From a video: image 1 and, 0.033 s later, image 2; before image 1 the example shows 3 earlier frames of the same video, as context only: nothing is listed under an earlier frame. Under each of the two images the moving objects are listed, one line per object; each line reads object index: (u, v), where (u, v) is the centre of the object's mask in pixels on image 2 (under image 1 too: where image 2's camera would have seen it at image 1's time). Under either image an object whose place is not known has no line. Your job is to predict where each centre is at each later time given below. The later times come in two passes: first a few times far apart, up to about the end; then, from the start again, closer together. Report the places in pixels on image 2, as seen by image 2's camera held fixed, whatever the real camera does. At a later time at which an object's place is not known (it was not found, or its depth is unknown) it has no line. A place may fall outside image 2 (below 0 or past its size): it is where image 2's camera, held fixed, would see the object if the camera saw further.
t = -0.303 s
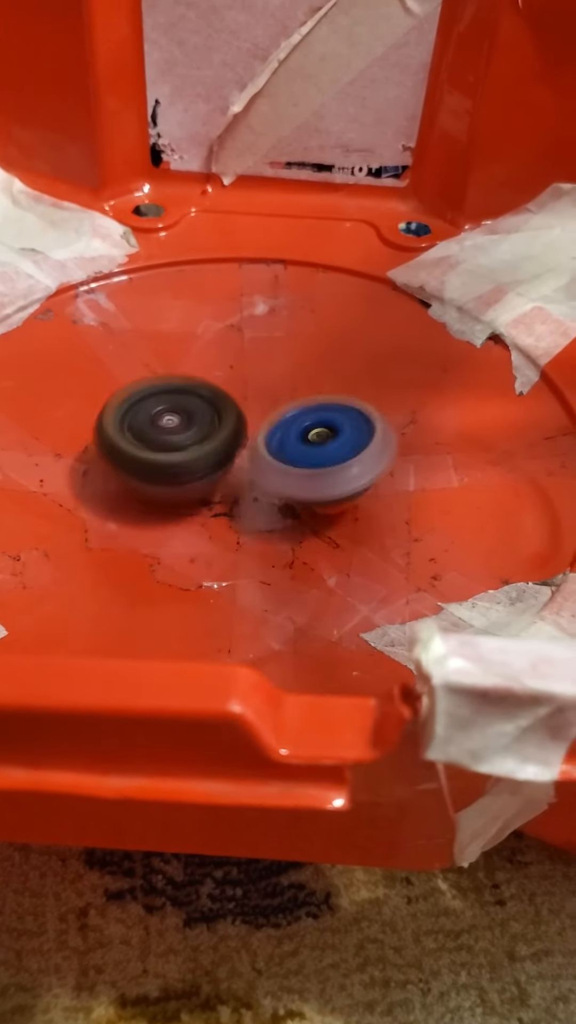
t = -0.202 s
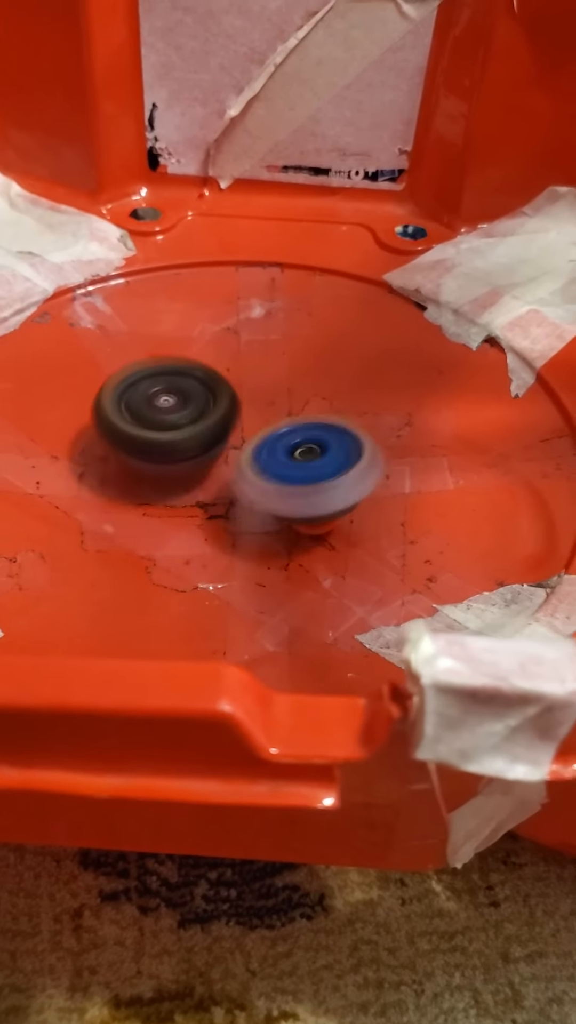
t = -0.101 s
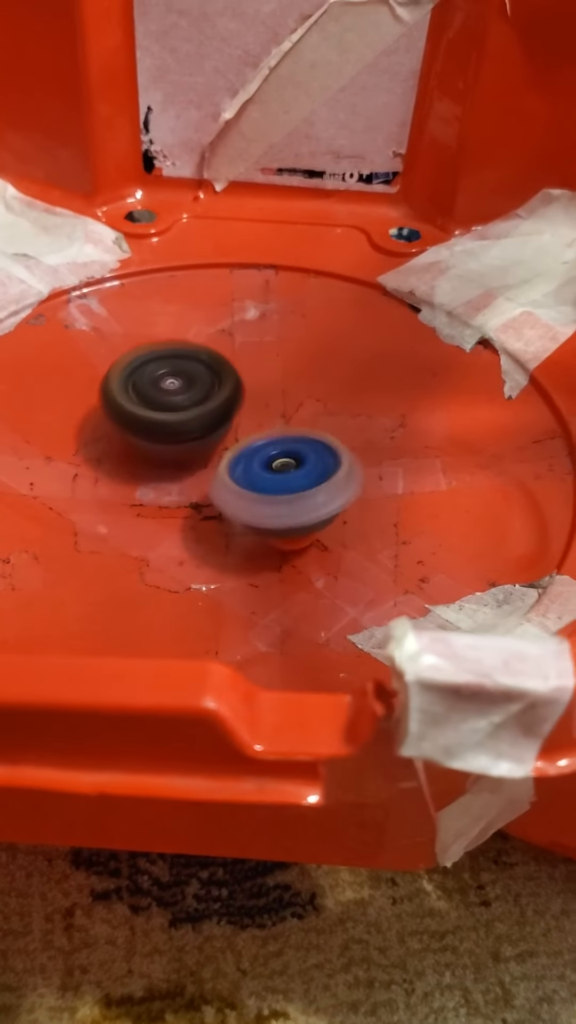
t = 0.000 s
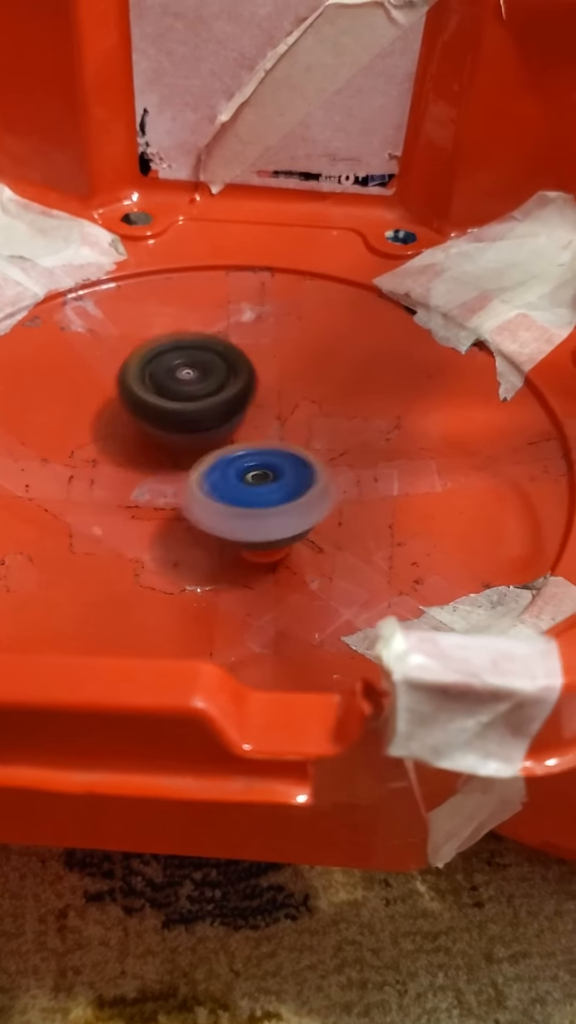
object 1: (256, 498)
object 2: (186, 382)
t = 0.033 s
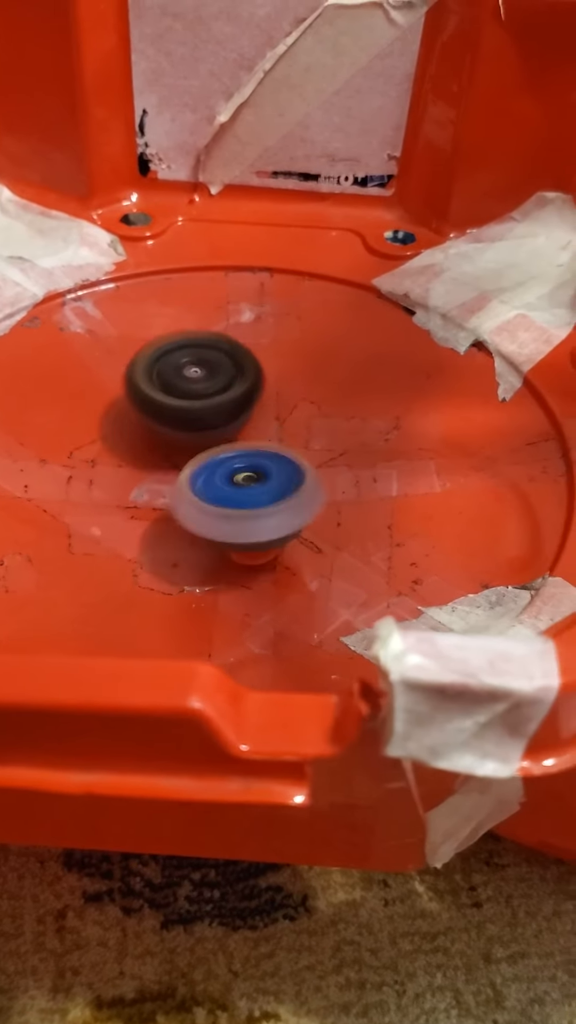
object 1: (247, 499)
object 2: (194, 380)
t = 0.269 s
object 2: (250, 388)
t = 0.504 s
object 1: (126, 459)
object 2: (280, 414)
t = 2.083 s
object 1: (283, 451)
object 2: (121, 440)
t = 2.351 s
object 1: (263, 466)
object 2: (153, 392)
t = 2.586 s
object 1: (265, 461)
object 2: (199, 362)
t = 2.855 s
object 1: (263, 463)
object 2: (250, 366)
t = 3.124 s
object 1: (301, 512)
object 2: (268, 347)
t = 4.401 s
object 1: (235, 478)
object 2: (120, 405)
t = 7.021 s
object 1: (316, 470)
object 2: (233, 382)
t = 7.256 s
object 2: (208, 394)
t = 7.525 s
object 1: (268, 485)
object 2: (169, 407)
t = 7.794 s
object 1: (261, 477)
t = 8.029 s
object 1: (285, 467)
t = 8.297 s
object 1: (301, 455)
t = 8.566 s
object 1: (314, 443)
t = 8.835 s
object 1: (353, 442)
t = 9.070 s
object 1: (315, 438)
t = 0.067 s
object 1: (238, 499)
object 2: (202, 378)
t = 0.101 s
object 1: (229, 499)
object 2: (210, 376)
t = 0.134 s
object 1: (219, 498)
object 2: (219, 376)
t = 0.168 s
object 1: (211, 497)
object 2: (228, 377)
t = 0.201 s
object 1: (205, 495)
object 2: (237, 380)
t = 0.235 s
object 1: (197, 493)
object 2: (244, 384)
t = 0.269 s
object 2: (250, 388)
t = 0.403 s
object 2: (264, 406)
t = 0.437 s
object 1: (139, 470)
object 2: (270, 407)
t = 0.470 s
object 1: (131, 464)
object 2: (275, 410)
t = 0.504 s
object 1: (126, 459)
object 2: (280, 414)
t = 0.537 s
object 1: (121, 454)
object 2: (282, 417)
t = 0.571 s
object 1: (118, 449)
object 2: (279, 420)
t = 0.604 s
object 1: (114, 439)
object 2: (278, 421)
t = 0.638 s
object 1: (112, 432)
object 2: (281, 423)
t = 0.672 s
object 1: (110, 425)
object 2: (283, 425)
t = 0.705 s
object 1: (111, 419)
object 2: (282, 427)
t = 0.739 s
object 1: (113, 413)
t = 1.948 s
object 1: (289, 436)
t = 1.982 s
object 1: (287, 440)
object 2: (135, 458)
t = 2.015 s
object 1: (286, 444)
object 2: (128, 448)
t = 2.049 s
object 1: (285, 447)
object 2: (124, 443)
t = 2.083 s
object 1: (283, 451)
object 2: (121, 440)
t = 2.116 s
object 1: (279, 454)
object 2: (120, 430)
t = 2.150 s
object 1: (275, 459)
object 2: (121, 423)
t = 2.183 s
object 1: (270, 464)
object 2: (124, 418)
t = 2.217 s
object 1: (267, 466)
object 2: (127, 410)
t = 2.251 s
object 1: (262, 468)
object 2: (130, 406)
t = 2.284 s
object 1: (264, 468)
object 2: (137, 398)
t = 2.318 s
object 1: (264, 466)
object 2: (145, 394)
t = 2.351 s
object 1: (263, 466)
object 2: (153, 392)
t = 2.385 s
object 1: (267, 467)
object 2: (163, 388)
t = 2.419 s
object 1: (267, 465)
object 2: (172, 386)
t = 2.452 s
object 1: (265, 463)
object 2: (177, 383)
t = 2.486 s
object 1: (266, 463)
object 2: (181, 377)
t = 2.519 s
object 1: (265, 463)
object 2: (187, 370)
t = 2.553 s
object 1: (266, 464)
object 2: (192, 366)
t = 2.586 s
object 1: (265, 461)
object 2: (199, 362)
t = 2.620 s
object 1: (267, 462)
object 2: (207, 361)
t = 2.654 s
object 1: (269, 462)
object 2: (214, 357)
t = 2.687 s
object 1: (270, 462)
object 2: (221, 357)
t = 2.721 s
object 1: (271, 461)
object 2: (228, 357)
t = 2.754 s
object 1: (270, 457)
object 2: (234, 360)
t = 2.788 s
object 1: (266, 458)
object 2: (240, 362)
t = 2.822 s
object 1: (262, 460)
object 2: (245, 363)
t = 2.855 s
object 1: (263, 463)
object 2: (250, 366)
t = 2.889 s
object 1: (270, 468)
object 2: (255, 368)
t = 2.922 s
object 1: (278, 470)
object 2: (256, 368)
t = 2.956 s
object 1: (285, 486)
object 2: (257, 357)
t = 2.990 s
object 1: (290, 496)
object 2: (260, 351)
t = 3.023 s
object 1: (293, 501)
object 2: (264, 349)
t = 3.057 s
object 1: (296, 506)
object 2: (267, 348)
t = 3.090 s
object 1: (299, 509)
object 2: (268, 347)
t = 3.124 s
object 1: (301, 512)
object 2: (268, 347)
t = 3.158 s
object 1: (304, 516)
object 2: (267, 349)
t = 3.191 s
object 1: (305, 519)
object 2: (266, 353)
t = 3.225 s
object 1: (305, 521)
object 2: (264, 357)
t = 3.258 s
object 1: (304, 523)
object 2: (261, 362)
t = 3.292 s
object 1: (303, 524)
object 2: (256, 368)
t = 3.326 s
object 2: (250, 373)
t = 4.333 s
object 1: (228, 478)
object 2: (104, 408)
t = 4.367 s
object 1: (231, 479)
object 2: (110, 405)
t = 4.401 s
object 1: (235, 478)
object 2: (120, 405)
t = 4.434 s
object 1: (238, 478)
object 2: (125, 403)
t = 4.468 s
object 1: (249, 485)
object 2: (130, 398)
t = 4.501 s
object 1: (255, 488)
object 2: (136, 394)
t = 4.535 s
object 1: (264, 490)
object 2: (144, 391)
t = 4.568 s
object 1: (270, 490)
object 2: (153, 390)
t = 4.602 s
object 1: (276, 491)
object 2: (162, 388)
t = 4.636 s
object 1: (279, 492)
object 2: (170, 387)
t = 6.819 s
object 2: (222, 363)
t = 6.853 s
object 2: (226, 365)
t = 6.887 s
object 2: (232, 371)
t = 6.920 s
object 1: (311, 465)
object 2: (234, 378)
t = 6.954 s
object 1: (315, 469)
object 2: (233, 384)
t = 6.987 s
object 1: (316, 472)
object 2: (233, 385)
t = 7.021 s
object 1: (316, 470)
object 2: (233, 382)
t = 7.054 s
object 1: (318, 470)
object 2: (232, 388)
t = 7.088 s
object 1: (319, 471)
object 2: (230, 391)
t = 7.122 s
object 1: (321, 475)
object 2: (228, 395)
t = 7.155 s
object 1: (319, 479)
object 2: (225, 399)
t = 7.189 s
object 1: (322, 485)
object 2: (215, 397)
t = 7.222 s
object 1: (316, 489)
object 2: (211, 396)
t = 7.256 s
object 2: (208, 394)
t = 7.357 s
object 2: (195, 402)
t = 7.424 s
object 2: (186, 404)
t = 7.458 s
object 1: (275, 484)
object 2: (180, 405)
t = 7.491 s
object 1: (270, 483)
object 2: (173, 407)
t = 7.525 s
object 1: (268, 485)
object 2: (169, 407)
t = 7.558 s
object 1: (270, 484)
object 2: (164, 410)
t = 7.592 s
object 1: (267, 484)
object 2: (159, 411)
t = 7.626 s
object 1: (268, 483)
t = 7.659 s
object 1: (265, 482)
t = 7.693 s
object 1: (265, 481)
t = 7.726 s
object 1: (262, 480)
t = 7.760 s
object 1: (262, 479)
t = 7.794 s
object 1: (261, 477)
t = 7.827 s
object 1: (261, 477)
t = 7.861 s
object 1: (260, 475)
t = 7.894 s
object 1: (262, 475)
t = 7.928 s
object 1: (261, 477)
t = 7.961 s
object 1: (264, 477)
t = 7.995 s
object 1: (275, 469)
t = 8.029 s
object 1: (285, 467)
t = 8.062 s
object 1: (287, 465)
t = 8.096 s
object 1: (289, 464)
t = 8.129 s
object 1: (291, 462)
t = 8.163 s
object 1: (294, 459)
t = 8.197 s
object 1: (291, 456)
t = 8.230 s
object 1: (294, 454)
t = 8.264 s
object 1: (295, 454)
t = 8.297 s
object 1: (301, 455)
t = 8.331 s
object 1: (302, 454)
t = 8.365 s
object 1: (307, 452)
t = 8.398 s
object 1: (313, 449)
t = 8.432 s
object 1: (318, 447)
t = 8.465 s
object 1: (318, 445)
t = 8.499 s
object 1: (319, 445)
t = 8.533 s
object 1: (317, 445)
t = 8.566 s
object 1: (314, 443)
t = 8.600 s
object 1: (312, 443)
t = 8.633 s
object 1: (332, 443)
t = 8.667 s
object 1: (345, 443)
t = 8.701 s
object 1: (347, 446)
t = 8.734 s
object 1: (348, 442)
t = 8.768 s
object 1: (348, 440)
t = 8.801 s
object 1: (354, 441)
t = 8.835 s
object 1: (353, 442)
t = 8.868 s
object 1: (351, 443)
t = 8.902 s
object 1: (346, 444)
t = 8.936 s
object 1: (343, 444)
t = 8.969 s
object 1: (336, 444)
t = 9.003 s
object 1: (330, 442)
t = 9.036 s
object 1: (321, 441)
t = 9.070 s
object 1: (315, 438)
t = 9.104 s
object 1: (308, 436)
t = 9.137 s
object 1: (301, 430)
